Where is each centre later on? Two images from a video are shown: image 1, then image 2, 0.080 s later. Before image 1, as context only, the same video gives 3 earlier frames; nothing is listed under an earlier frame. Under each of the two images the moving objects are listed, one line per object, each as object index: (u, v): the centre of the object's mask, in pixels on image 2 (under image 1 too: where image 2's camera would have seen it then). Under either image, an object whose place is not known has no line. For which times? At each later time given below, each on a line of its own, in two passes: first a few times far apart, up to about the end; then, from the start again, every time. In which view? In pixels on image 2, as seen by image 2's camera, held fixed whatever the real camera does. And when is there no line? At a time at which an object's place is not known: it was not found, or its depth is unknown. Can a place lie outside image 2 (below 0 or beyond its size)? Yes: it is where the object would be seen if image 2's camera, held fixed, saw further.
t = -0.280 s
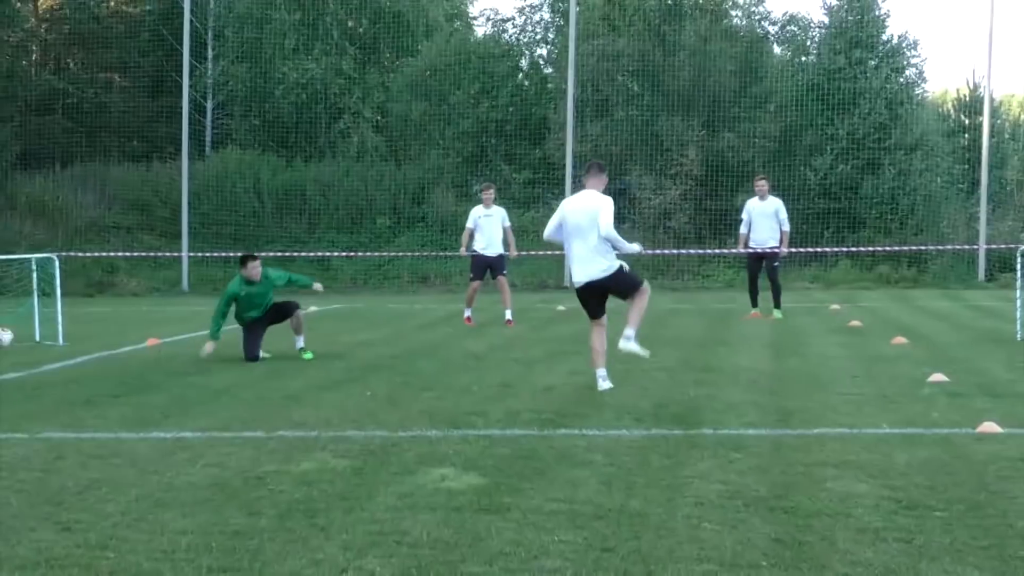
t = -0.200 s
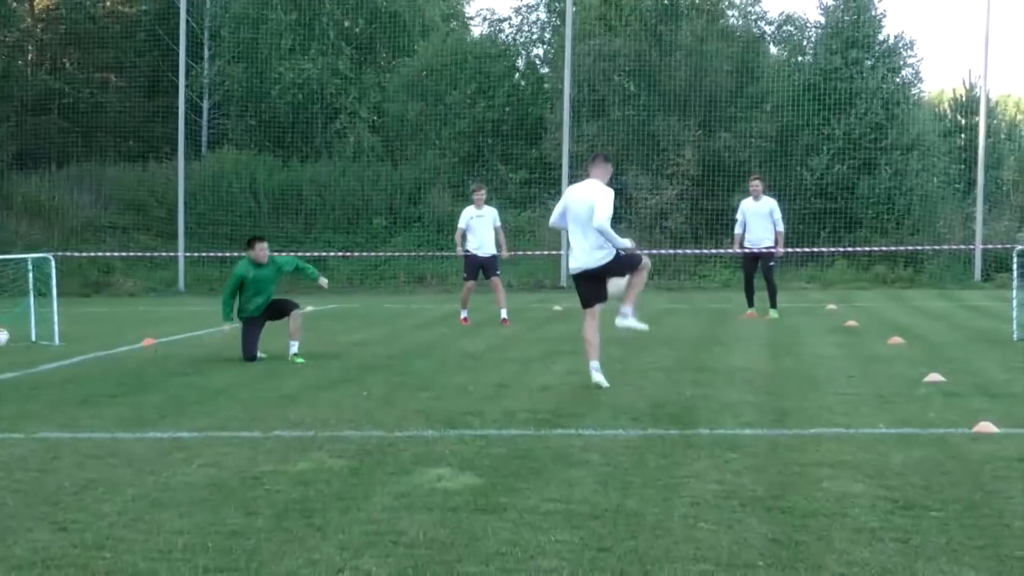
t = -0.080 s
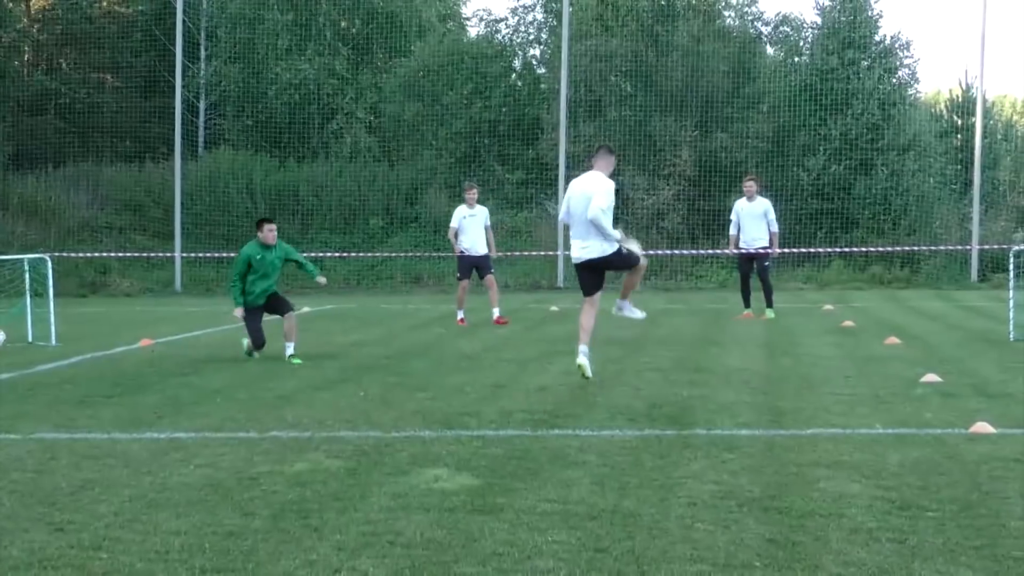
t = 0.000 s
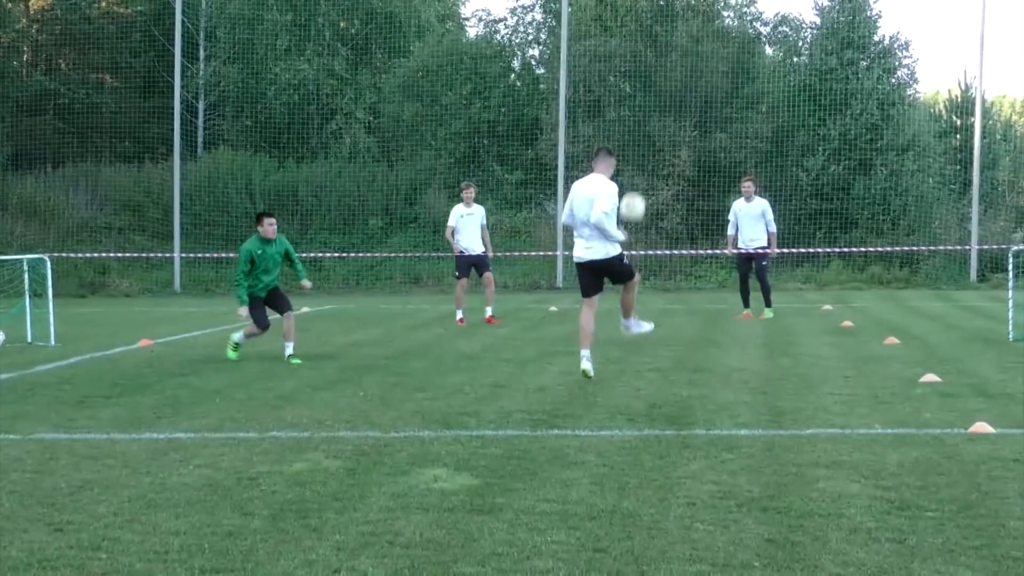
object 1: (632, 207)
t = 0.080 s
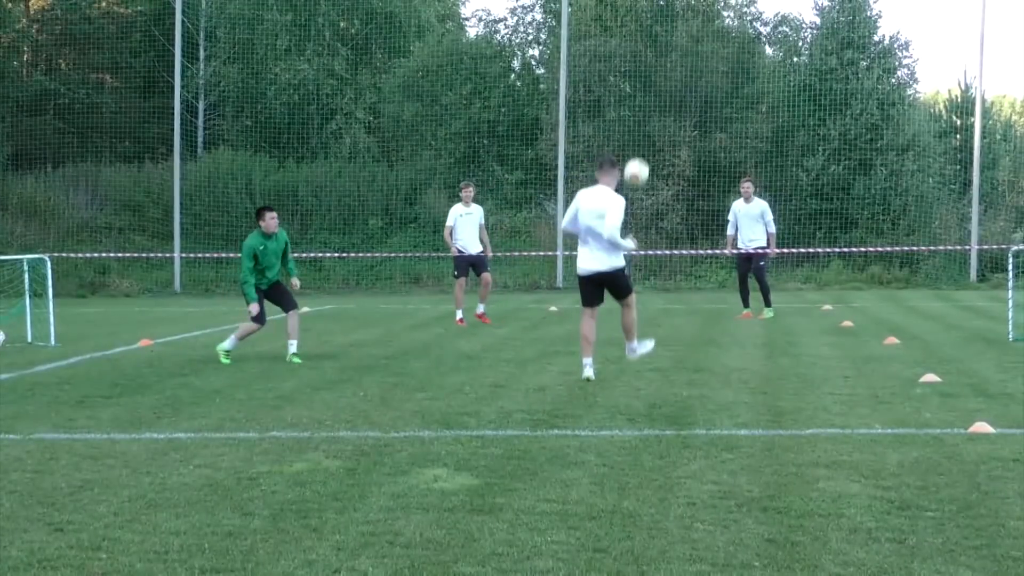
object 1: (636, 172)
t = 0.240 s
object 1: (645, 126)
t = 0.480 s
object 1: (655, 115)
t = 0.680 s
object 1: (661, 144)
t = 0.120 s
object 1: (638, 157)
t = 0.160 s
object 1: (641, 144)
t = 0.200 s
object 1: (643, 134)
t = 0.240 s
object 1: (645, 126)
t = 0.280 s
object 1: (647, 120)
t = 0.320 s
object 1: (649, 116)
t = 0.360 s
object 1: (651, 113)
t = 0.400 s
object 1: (653, 112)
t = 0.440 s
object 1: (654, 113)
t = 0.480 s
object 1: (655, 115)
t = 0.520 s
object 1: (656, 118)
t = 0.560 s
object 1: (657, 123)
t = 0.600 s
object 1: (658, 129)
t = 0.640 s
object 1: (660, 136)
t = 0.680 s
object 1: (661, 144)
